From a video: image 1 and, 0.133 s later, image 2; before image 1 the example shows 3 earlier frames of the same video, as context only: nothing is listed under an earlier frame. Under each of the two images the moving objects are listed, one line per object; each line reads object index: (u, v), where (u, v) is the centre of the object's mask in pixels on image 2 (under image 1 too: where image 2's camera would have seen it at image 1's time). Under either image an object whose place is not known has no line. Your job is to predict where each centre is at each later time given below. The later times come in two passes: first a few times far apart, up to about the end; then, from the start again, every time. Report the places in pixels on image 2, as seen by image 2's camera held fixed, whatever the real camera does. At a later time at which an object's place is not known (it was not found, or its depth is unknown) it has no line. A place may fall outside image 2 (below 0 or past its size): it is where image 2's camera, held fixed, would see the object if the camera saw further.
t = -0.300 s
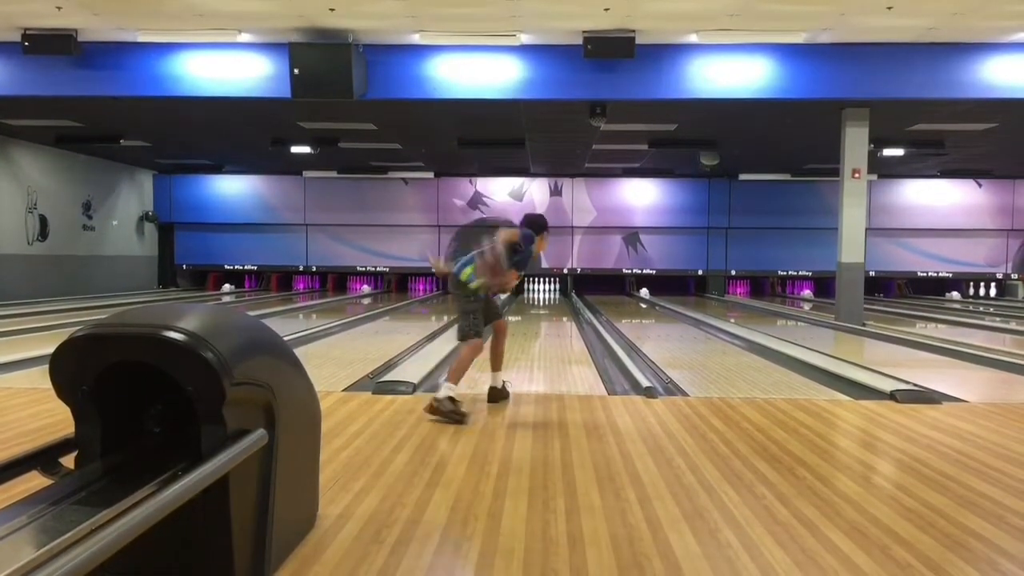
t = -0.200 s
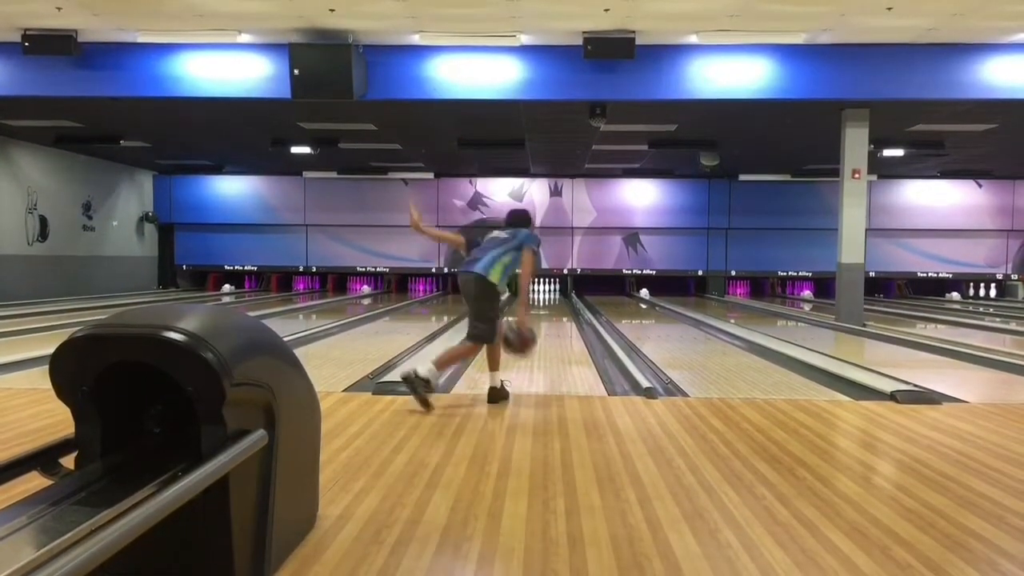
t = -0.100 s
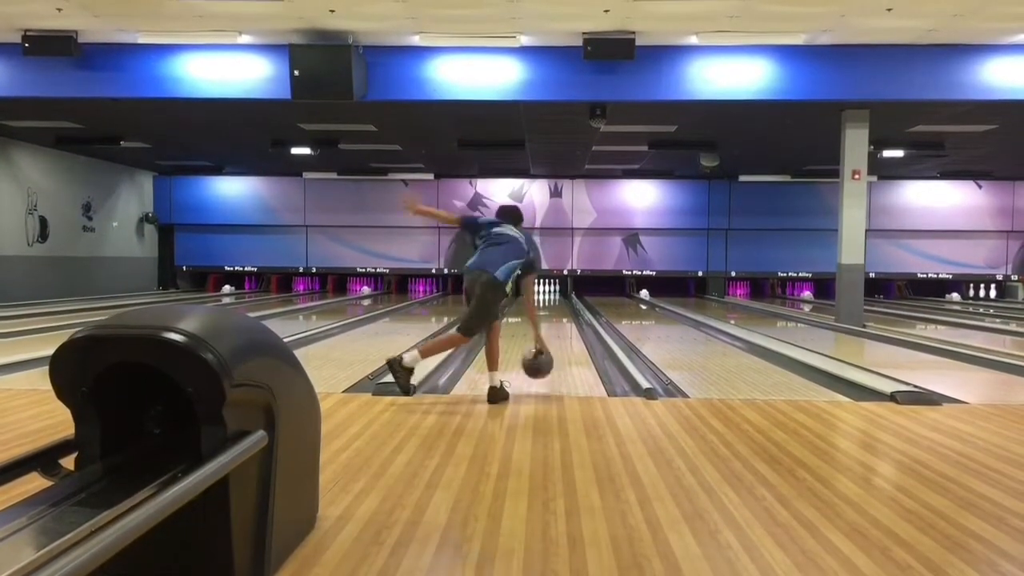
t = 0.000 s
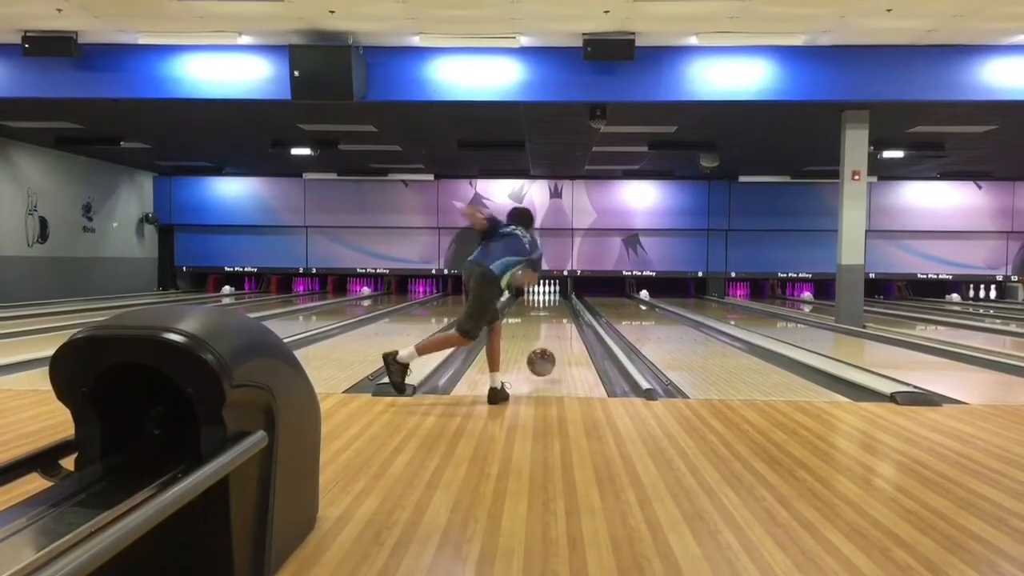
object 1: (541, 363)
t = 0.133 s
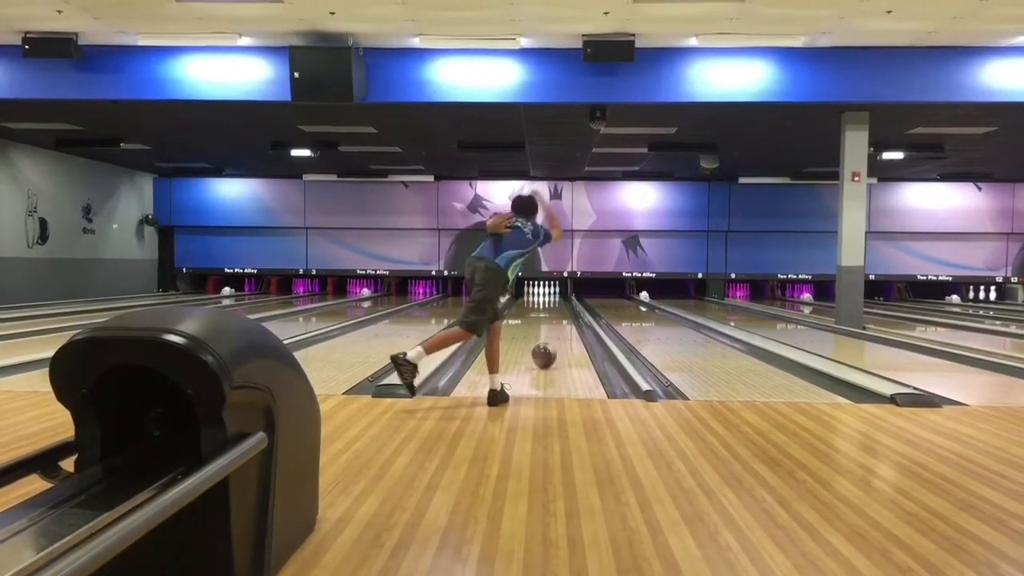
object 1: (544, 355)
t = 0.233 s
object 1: (545, 348)
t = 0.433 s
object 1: (547, 337)
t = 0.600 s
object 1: (550, 329)
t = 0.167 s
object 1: (544, 353)
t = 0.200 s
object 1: (544, 351)
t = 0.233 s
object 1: (545, 348)
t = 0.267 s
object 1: (546, 346)
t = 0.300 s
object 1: (545, 345)
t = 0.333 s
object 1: (547, 342)
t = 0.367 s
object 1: (547, 340)
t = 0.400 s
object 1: (547, 338)
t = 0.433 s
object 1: (547, 337)
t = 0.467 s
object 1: (548, 335)
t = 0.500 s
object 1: (548, 333)
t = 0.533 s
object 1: (548, 331)
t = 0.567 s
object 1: (549, 330)
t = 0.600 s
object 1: (550, 329)
